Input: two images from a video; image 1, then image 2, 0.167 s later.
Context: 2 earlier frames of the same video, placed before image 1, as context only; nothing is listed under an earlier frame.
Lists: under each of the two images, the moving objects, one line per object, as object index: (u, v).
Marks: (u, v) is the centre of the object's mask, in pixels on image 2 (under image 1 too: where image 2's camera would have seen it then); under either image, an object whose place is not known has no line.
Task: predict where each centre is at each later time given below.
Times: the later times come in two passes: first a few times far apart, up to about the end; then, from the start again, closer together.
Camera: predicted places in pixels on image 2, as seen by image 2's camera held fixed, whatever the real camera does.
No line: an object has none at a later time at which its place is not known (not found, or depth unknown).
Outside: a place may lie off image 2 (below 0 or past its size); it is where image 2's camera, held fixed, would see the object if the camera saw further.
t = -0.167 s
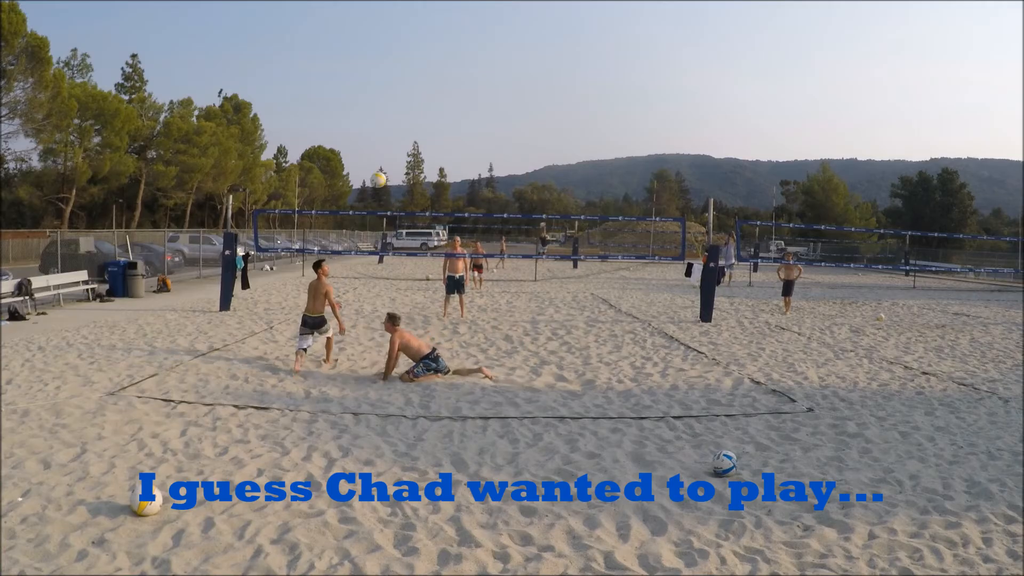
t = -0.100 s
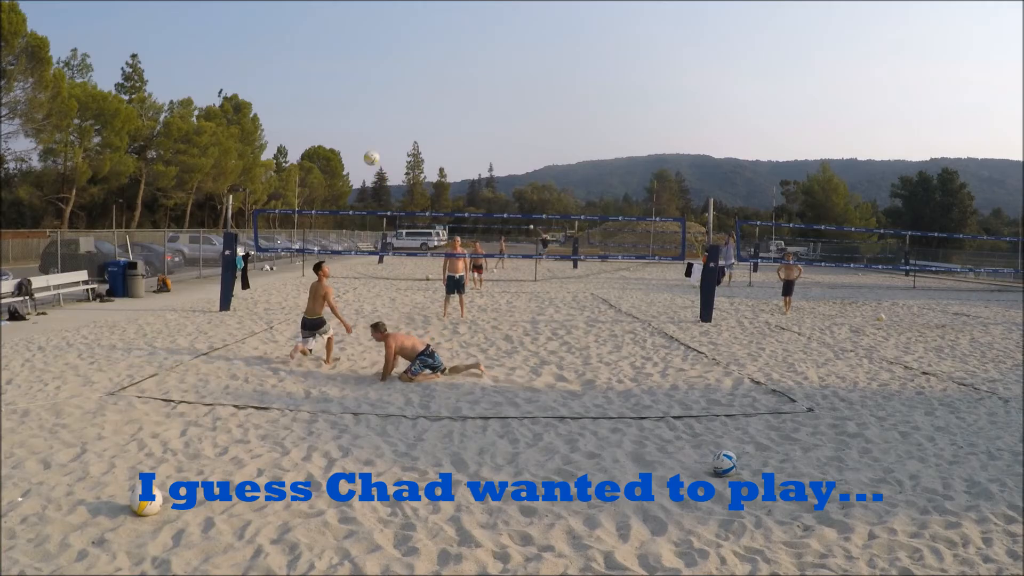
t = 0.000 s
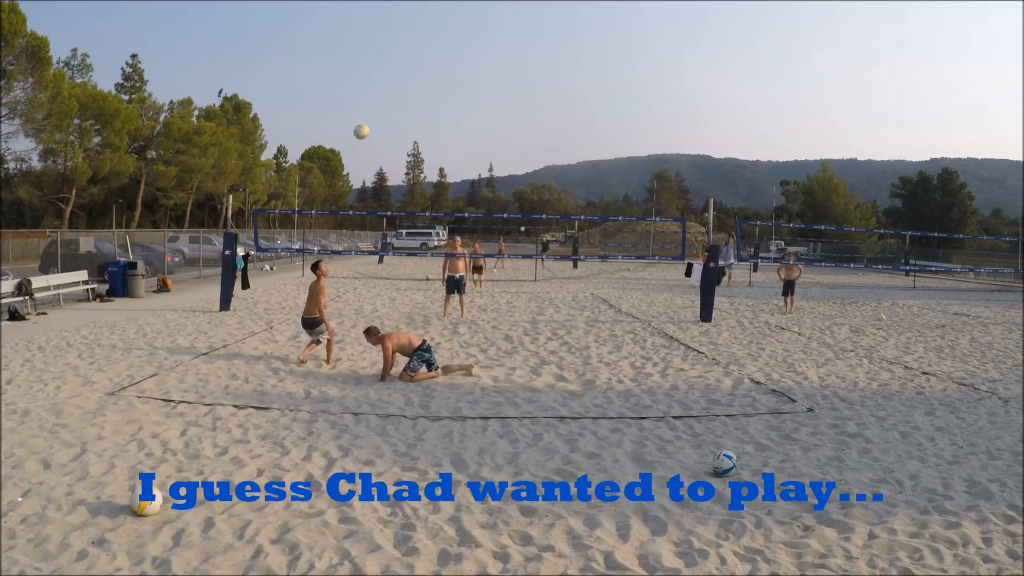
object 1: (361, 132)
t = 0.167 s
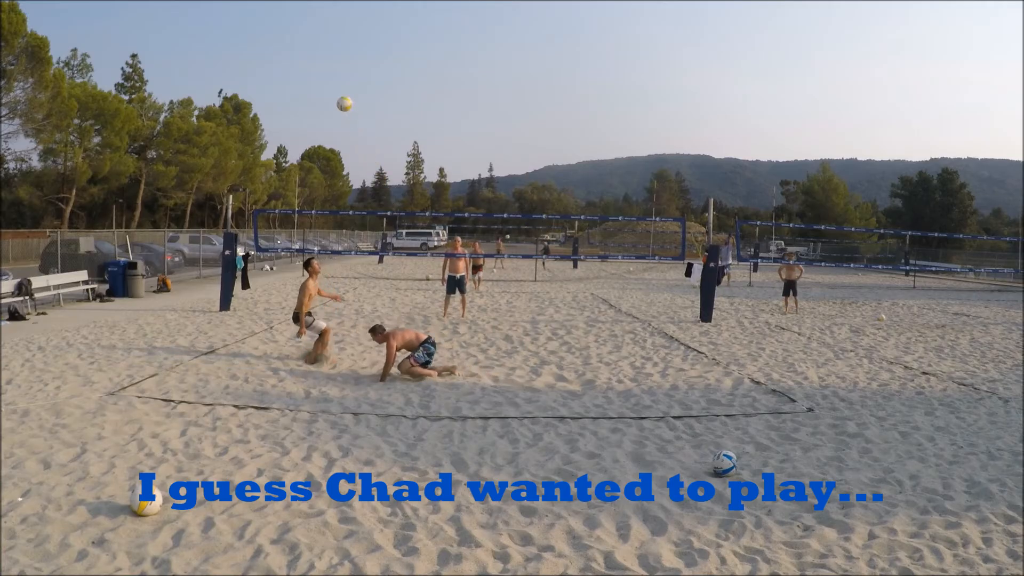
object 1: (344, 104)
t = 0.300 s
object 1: (331, 95)
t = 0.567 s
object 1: (302, 115)
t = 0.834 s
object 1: (273, 185)
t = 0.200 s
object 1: (341, 101)
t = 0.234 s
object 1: (338, 98)
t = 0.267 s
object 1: (334, 96)
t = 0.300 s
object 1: (331, 95)
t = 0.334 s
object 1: (327, 95)
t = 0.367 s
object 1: (324, 96)
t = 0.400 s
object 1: (320, 97)
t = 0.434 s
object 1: (317, 99)
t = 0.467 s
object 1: (313, 102)
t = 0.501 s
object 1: (309, 106)
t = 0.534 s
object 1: (306, 110)
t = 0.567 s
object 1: (302, 115)
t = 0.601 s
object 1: (299, 121)
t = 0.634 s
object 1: (295, 128)
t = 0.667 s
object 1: (291, 136)
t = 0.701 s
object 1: (287, 144)
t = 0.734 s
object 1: (284, 152)
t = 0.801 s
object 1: (277, 173)
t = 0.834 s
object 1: (273, 185)
